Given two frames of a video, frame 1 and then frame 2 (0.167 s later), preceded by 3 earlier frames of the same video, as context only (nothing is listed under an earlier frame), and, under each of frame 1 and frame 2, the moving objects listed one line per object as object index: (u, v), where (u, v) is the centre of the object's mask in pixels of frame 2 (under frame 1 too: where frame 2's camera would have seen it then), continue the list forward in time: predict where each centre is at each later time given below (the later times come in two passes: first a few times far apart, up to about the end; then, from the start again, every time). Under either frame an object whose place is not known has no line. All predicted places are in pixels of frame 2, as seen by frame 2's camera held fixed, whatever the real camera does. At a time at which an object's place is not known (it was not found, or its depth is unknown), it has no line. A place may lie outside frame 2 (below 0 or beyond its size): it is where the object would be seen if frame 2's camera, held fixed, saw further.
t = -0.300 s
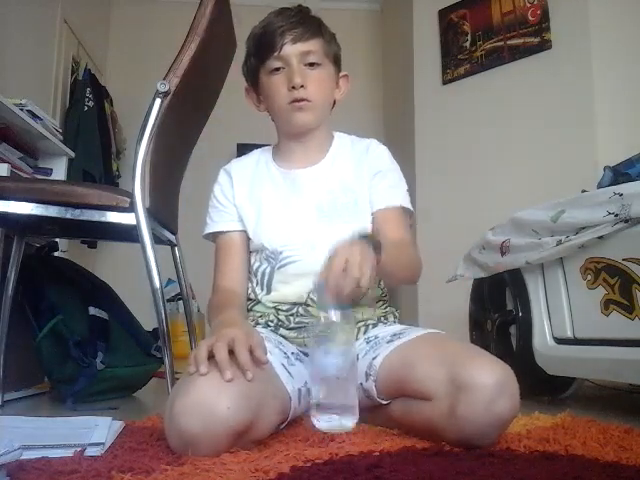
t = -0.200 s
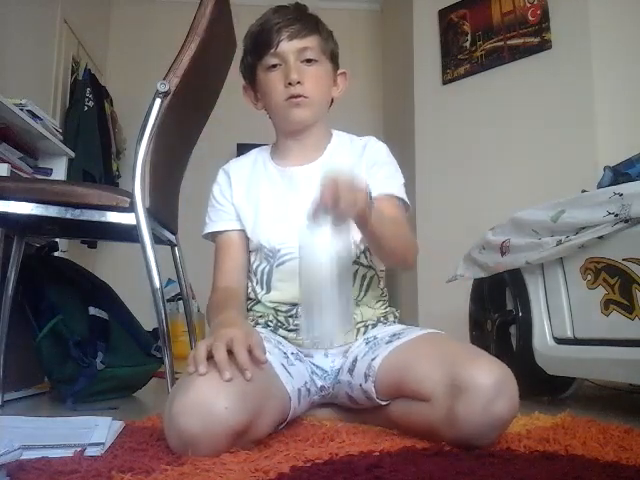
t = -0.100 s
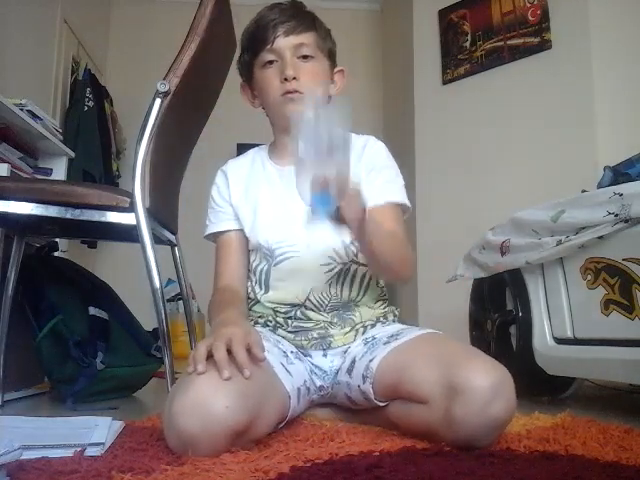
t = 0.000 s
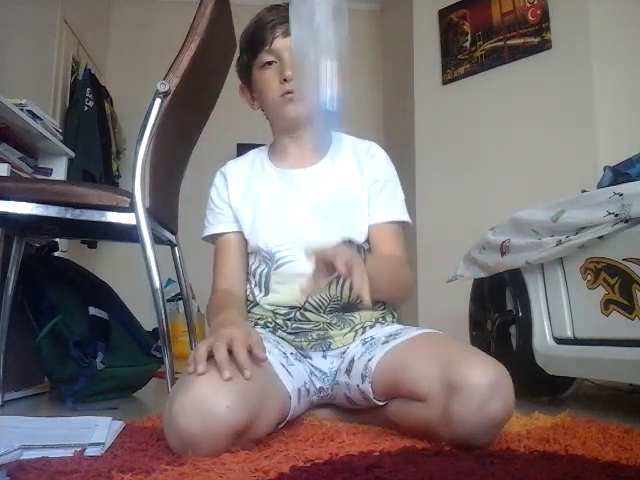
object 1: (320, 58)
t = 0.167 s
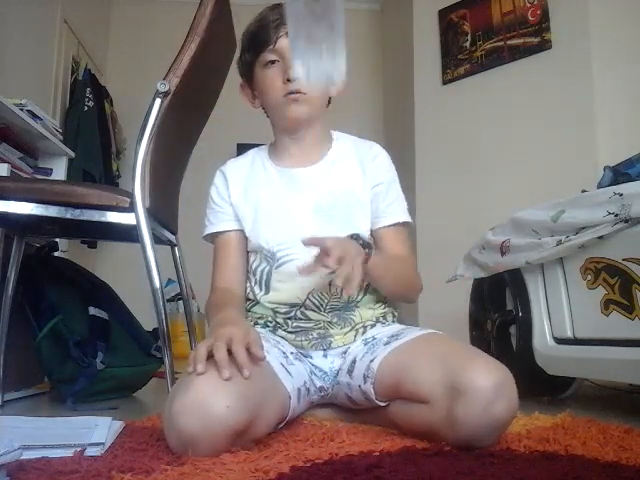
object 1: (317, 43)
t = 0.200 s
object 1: (314, 60)
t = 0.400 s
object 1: (290, 402)
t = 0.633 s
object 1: (285, 452)
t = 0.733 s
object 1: (286, 452)
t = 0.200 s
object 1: (314, 60)
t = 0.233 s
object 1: (309, 76)
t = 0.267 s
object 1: (305, 111)
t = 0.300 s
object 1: (302, 170)
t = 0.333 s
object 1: (301, 264)
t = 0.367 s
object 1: (296, 379)
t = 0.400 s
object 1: (290, 402)
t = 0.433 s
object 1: (288, 407)
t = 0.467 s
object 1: (288, 414)
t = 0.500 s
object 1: (286, 426)
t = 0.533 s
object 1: (283, 441)
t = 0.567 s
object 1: (286, 452)
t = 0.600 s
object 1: (286, 452)
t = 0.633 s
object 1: (285, 452)
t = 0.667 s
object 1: (285, 451)
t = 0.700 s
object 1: (286, 452)
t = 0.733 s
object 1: (286, 452)
